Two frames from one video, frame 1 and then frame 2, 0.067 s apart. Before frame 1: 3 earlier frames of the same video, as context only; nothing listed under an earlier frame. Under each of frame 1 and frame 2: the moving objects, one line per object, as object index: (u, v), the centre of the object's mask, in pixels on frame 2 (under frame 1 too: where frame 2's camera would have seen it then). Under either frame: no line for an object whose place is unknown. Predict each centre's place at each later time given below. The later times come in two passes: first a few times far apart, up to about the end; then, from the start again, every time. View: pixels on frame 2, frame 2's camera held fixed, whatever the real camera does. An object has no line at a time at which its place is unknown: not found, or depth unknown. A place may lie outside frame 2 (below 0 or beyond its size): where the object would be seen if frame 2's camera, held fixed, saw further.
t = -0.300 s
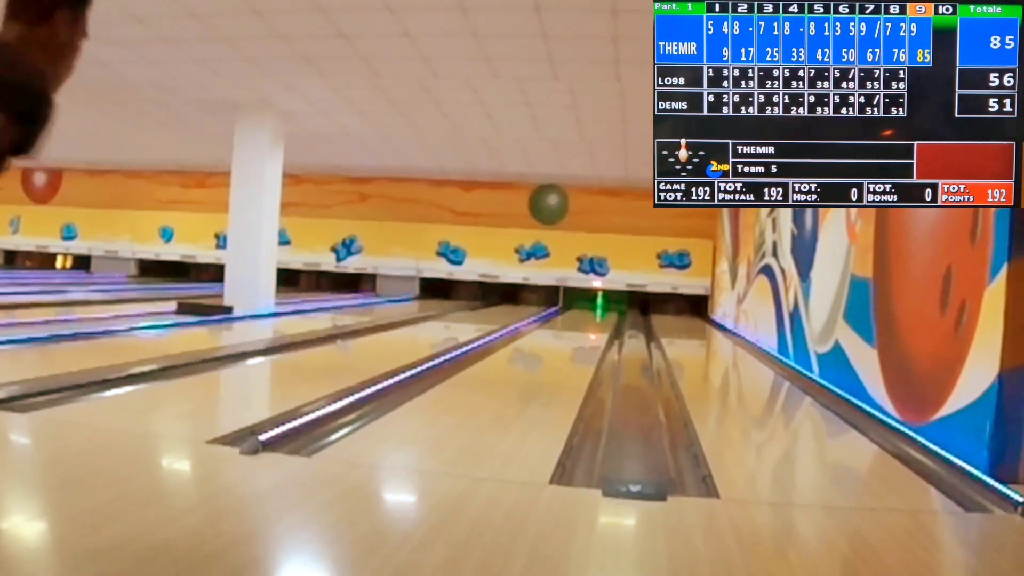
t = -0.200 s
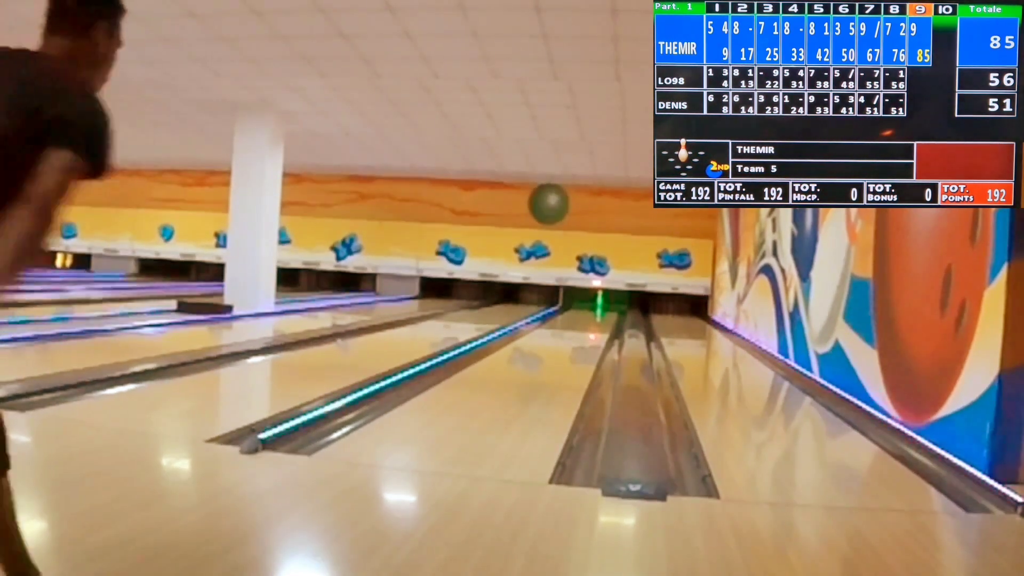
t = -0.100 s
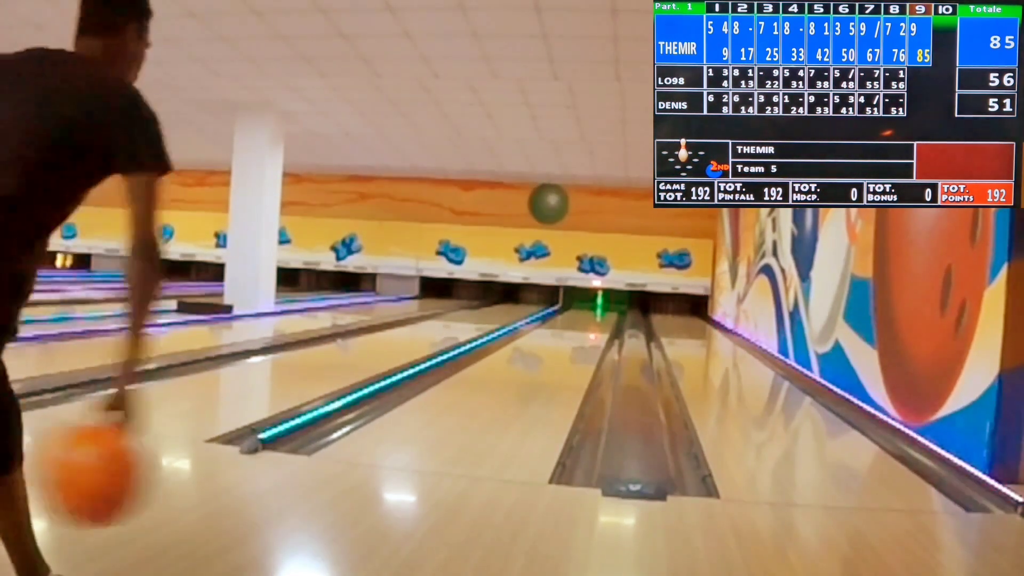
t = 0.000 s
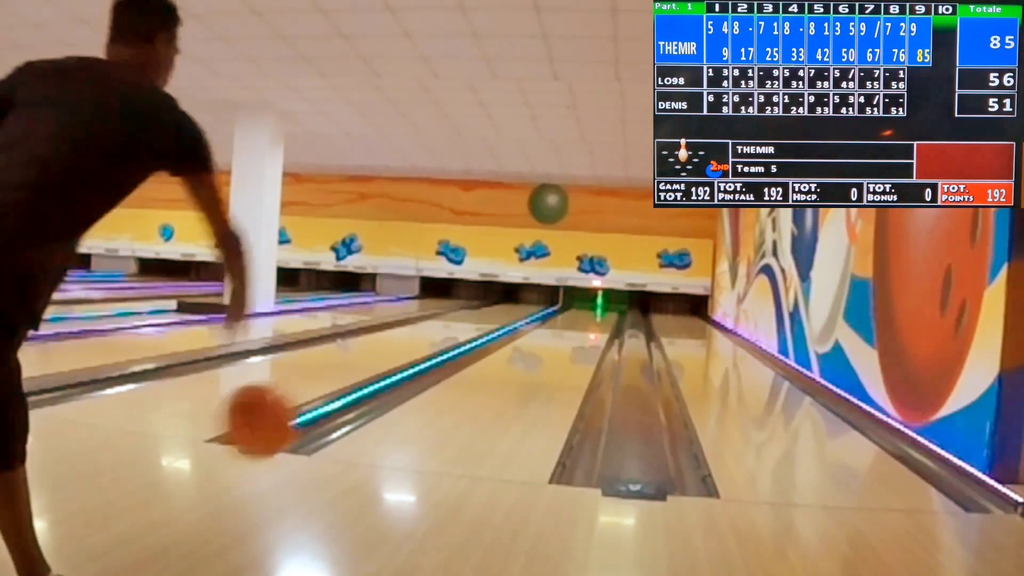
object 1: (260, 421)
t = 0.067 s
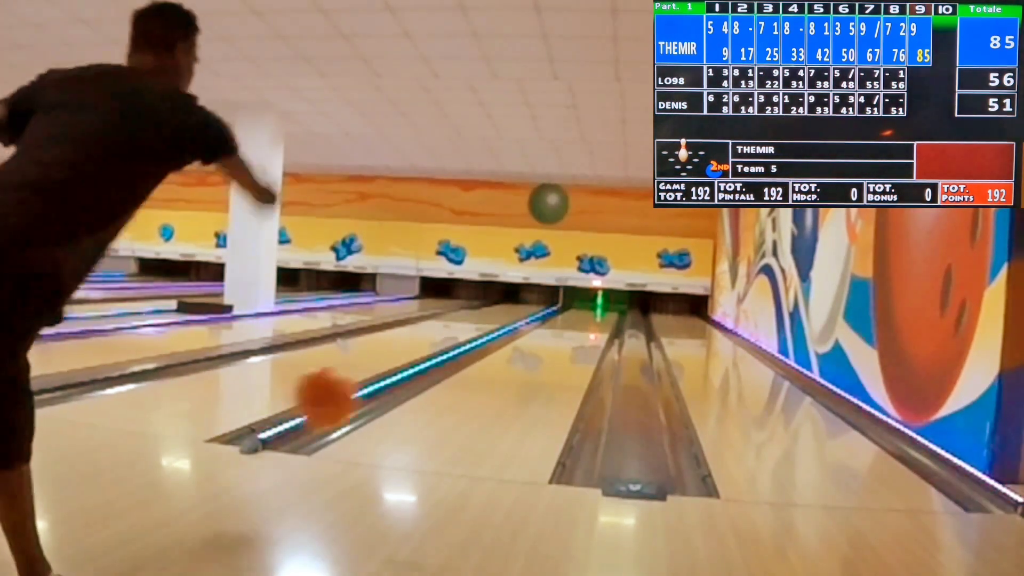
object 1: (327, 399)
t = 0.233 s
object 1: (421, 402)
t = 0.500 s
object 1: (497, 372)
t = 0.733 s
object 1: (531, 359)
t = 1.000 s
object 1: (556, 343)
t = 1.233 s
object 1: (570, 332)
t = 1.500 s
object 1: (582, 325)
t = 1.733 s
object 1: (589, 320)
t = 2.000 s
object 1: (595, 314)
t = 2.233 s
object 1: (599, 312)
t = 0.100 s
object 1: (352, 394)
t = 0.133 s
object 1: (373, 393)
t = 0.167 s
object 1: (391, 393)
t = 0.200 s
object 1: (407, 395)
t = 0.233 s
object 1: (421, 402)
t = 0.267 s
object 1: (434, 409)
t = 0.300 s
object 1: (446, 415)
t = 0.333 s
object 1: (457, 399)
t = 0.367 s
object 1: (467, 390)
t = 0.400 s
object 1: (476, 381)
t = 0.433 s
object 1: (484, 375)
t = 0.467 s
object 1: (491, 373)
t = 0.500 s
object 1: (497, 372)
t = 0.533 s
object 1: (503, 372)
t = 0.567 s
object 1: (508, 374)
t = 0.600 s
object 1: (514, 367)
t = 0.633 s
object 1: (518, 363)
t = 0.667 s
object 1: (523, 361)
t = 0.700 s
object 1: (527, 361)
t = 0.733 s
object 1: (531, 359)
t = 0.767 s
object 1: (536, 356)
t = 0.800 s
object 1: (538, 355)
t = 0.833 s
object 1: (542, 353)
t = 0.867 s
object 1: (544, 351)
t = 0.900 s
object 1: (548, 349)
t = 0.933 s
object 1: (551, 347)
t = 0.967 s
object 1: (554, 345)
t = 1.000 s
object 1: (556, 343)
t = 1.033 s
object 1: (559, 342)
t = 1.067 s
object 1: (561, 339)
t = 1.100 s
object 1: (563, 337)
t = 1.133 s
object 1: (565, 336)
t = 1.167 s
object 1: (567, 334)
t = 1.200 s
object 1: (569, 333)
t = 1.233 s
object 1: (570, 332)
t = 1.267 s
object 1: (572, 331)
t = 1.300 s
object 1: (573, 330)
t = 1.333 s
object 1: (575, 329)
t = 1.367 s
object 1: (577, 328)
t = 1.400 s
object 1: (578, 327)
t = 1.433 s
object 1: (580, 326)
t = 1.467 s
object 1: (581, 326)
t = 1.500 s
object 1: (582, 325)
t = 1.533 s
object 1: (583, 324)
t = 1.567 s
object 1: (584, 323)
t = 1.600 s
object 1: (585, 322)
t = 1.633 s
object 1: (587, 322)
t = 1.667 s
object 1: (587, 321)
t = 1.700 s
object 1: (588, 320)
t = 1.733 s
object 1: (589, 320)
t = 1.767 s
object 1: (590, 319)
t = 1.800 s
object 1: (590, 318)
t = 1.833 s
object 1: (591, 318)
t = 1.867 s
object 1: (591, 318)
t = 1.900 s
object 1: (593, 317)
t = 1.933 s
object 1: (594, 316)
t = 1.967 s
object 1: (595, 315)
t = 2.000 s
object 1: (595, 314)
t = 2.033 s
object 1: (596, 314)
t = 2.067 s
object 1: (596, 314)
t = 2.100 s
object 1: (597, 313)
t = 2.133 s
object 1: (598, 313)
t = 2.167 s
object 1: (598, 313)
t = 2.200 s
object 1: (599, 313)
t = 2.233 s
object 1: (599, 312)
